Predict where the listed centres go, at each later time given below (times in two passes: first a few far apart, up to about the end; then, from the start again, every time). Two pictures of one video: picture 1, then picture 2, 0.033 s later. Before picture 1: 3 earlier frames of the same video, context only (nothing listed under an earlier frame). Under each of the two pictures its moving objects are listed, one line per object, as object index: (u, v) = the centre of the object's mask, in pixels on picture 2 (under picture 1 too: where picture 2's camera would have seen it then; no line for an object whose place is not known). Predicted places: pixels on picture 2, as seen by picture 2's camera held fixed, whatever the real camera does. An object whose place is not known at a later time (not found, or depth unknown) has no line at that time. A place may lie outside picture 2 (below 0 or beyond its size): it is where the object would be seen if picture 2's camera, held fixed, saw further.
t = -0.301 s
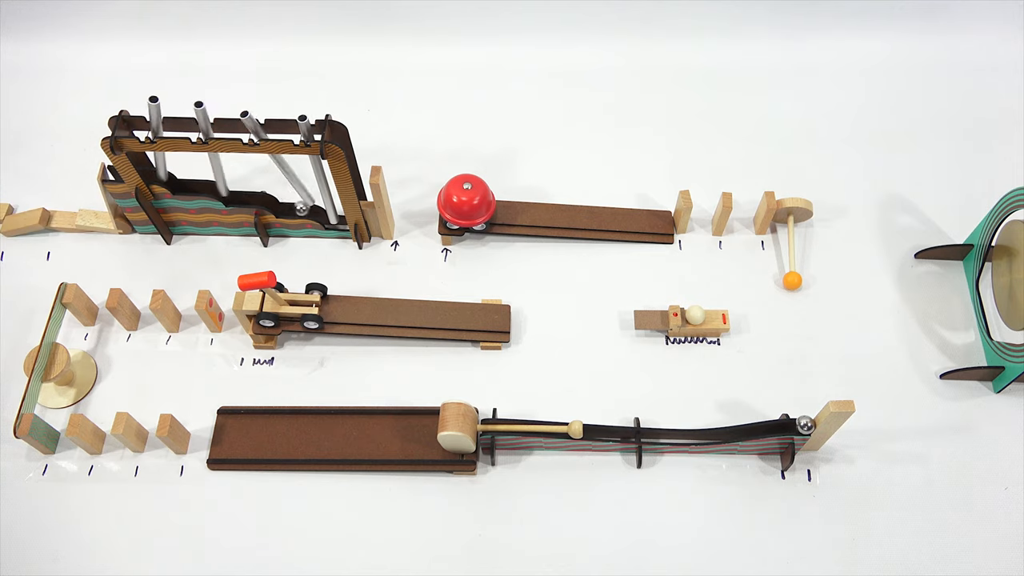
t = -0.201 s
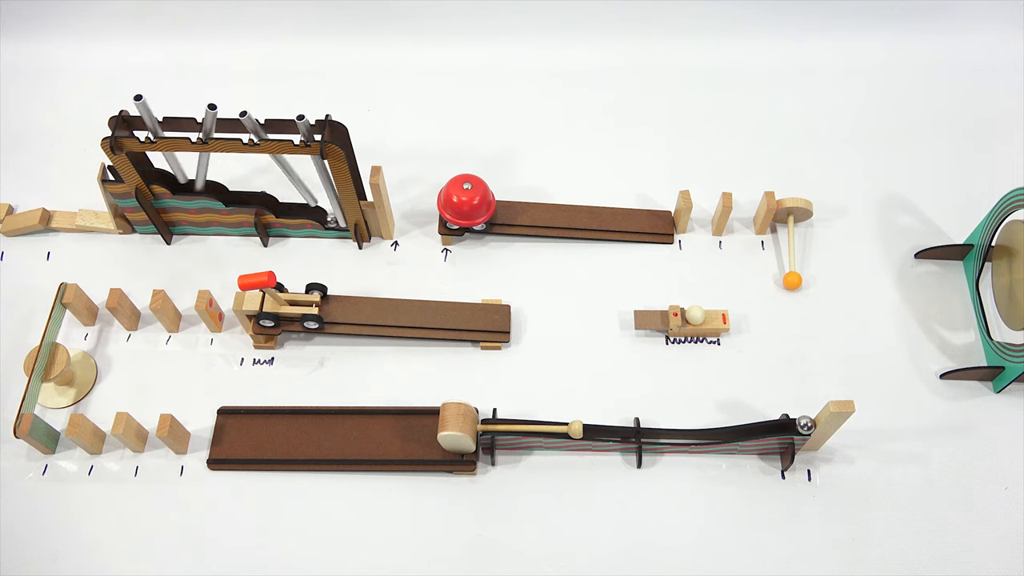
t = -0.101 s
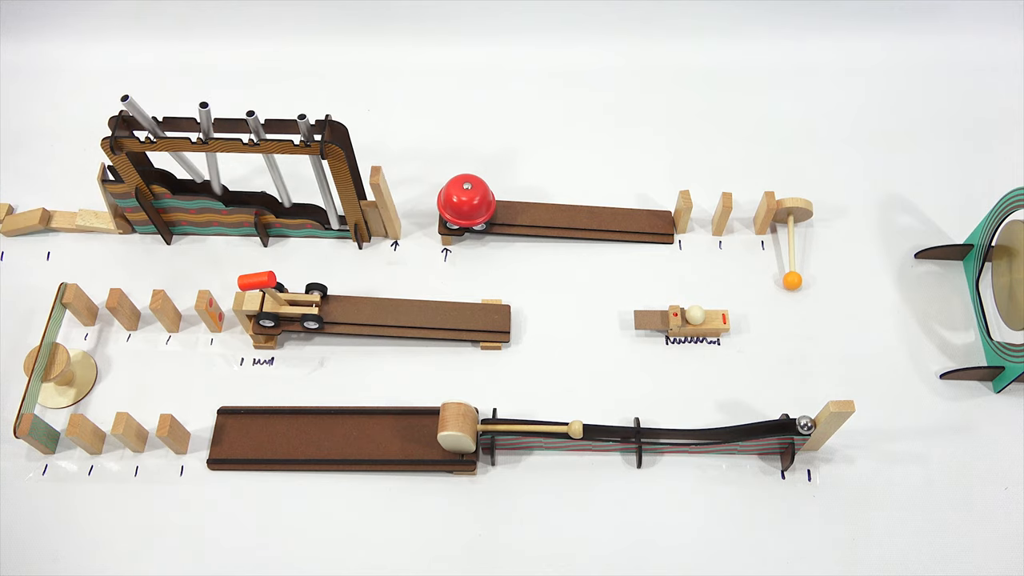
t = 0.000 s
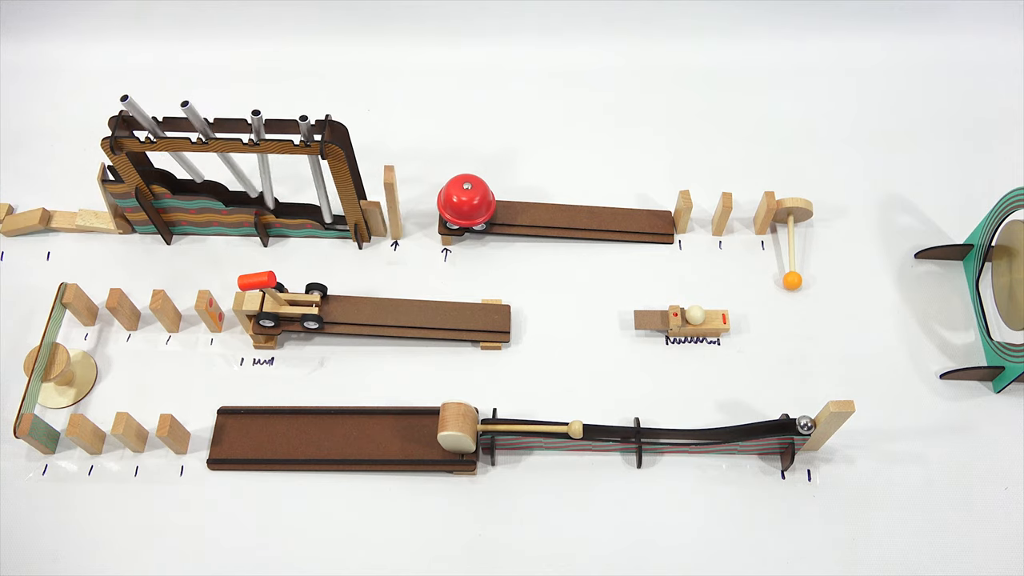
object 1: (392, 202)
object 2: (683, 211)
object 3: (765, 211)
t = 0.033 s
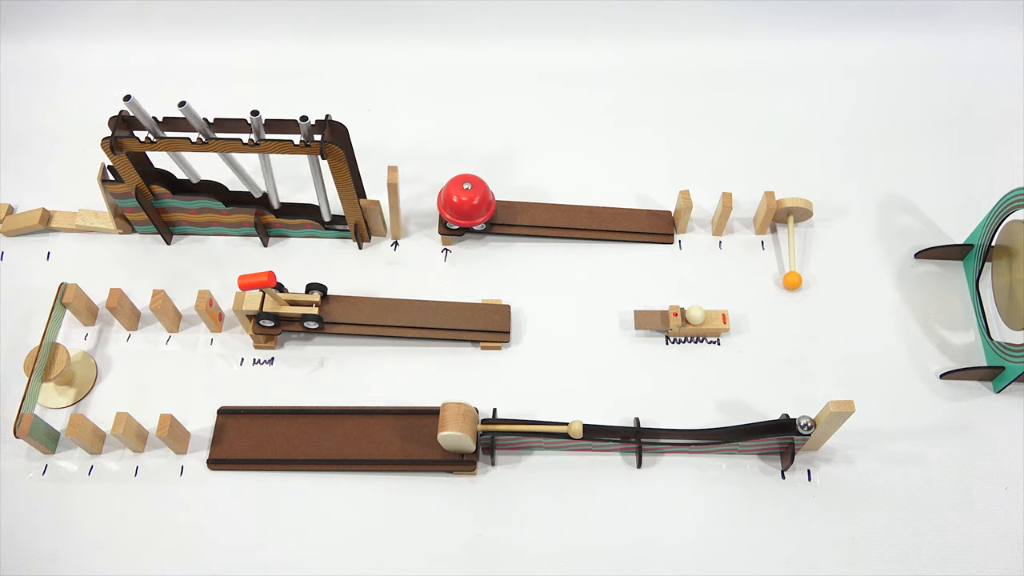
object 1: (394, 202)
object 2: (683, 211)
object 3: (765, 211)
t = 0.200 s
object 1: (409, 203)
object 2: (683, 211)
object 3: (765, 211)
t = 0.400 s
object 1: (422, 214)
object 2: (683, 211)
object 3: (765, 211)
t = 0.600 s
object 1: (429, 218)
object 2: (683, 211)
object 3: (765, 211)
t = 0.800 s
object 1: (429, 218)
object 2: (683, 211)
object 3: (765, 211)
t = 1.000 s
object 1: (429, 218)
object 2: (719, 208)
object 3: (765, 212)
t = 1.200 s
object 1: (429, 218)
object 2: (740, 214)
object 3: (789, 225)
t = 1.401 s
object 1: (429, 218)
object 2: (741, 216)
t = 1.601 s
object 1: (429, 218)
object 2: (741, 216)
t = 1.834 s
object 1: (429, 218)
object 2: (741, 216)
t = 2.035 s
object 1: (429, 218)
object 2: (741, 216)
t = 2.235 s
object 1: (429, 218)
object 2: (741, 216)
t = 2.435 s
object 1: (429, 218)
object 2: (741, 216)
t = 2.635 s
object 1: (429, 218)
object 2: (741, 216)
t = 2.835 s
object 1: (429, 218)
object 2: (741, 216)
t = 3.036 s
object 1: (429, 218)
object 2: (741, 216)
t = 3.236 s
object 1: (429, 218)
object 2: (741, 216)
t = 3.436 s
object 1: (429, 218)
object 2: (741, 216)
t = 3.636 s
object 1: (429, 218)
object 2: (741, 216)
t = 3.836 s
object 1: (429, 218)
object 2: (741, 216)
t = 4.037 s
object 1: (429, 218)
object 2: (741, 216)
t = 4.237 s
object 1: (429, 218)
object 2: (741, 216)
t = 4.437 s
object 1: (429, 218)
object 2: (741, 216)
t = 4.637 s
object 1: (429, 218)
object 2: (741, 216)
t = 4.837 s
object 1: (429, 218)
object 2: (741, 216)
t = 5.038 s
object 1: (429, 218)
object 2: (741, 216)
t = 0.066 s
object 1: (396, 201)
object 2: (683, 211)
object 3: (765, 211)
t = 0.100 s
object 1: (398, 202)
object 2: (683, 211)
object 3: (765, 211)
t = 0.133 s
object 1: (401, 203)
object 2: (683, 211)
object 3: (765, 211)
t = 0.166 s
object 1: (404, 203)
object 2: (683, 211)
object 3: (765, 211)
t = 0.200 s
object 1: (409, 203)
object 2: (683, 211)
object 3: (765, 211)
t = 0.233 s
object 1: (417, 205)
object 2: (683, 211)
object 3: (765, 211)
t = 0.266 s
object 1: (424, 206)
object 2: (683, 211)
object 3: (765, 211)
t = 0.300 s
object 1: (424, 207)
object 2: (683, 211)
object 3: (765, 211)
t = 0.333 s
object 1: (423, 209)
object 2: (683, 211)
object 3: (765, 211)
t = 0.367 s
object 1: (422, 212)
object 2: (683, 211)
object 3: (765, 211)
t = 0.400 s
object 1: (422, 214)
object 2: (683, 211)
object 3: (765, 211)
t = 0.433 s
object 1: (424, 215)
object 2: (683, 211)
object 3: (765, 211)
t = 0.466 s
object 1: (426, 217)
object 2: (683, 211)
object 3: (765, 211)
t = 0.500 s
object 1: (429, 219)
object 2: (683, 211)
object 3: (765, 211)
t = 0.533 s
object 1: (430, 218)
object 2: (683, 211)
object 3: (765, 211)
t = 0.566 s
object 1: (429, 218)
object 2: (683, 211)
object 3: (765, 211)
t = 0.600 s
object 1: (429, 218)
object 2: (683, 211)
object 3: (765, 211)
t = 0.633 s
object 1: (429, 218)
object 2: (683, 211)
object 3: (765, 211)
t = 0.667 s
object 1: (429, 218)
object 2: (683, 211)
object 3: (765, 211)
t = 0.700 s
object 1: (429, 218)
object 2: (683, 211)
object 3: (765, 211)
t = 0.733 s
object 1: (429, 218)
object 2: (683, 211)
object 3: (765, 211)
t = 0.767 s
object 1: (429, 218)
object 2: (683, 211)
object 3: (765, 211)
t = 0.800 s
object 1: (429, 218)
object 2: (683, 211)
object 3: (765, 211)
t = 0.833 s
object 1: (429, 218)
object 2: (683, 211)
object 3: (765, 211)
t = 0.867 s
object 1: (429, 218)
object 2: (683, 211)
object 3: (765, 211)
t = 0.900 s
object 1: (429, 218)
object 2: (683, 211)
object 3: (765, 211)
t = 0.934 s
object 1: (429, 218)
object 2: (690, 210)
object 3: (765, 211)
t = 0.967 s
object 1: (429, 218)
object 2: (705, 208)
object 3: (765, 211)
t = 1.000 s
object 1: (429, 218)
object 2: (719, 208)
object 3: (765, 212)
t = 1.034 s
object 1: (429, 218)
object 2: (730, 210)
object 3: (768, 211)
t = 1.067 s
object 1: (429, 218)
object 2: (736, 210)
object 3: (775, 211)
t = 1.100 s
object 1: (429, 218)
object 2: (738, 211)
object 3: (780, 210)
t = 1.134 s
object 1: (429, 218)
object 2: (739, 213)
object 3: (782, 213)
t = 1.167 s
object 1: (429, 218)
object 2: (739, 213)
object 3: (785, 216)
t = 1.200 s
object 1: (429, 218)
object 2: (740, 214)
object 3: (789, 225)
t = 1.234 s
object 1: (429, 218)
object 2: (741, 216)
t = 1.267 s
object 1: (429, 218)
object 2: (741, 216)
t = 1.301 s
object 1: (429, 218)
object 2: (741, 216)
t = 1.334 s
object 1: (429, 218)
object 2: (741, 216)
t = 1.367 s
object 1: (429, 218)
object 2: (741, 216)
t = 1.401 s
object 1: (429, 218)
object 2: (741, 216)
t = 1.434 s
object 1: (429, 218)
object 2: (741, 216)
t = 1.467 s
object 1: (429, 218)
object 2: (741, 216)
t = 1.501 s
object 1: (429, 218)
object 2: (741, 216)
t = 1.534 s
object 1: (429, 218)
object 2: (741, 216)
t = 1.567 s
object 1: (429, 218)
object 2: (741, 216)
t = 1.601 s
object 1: (429, 218)
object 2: (741, 216)
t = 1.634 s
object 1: (429, 218)
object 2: (741, 216)
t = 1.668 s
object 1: (429, 218)
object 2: (741, 216)
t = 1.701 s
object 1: (429, 218)
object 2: (741, 216)
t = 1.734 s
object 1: (429, 218)
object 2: (741, 216)
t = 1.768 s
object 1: (429, 218)
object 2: (741, 216)
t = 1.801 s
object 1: (429, 218)
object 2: (741, 216)
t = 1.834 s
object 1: (429, 218)
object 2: (741, 216)
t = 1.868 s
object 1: (429, 218)
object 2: (741, 216)
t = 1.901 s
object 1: (429, 218)
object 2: (741, 216)
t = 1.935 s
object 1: (429, 218)
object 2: (741, 216)
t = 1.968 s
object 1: (429, 218)
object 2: (741, 216)
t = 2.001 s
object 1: (429, 218)
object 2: (741, 216)
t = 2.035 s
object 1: (429, 218)
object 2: (741, 216)
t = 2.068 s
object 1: (429, 218)
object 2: (741, 216)
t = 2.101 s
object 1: (429, 218)
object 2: (741, 216)
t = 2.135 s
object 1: (429, 218)
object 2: (741, 216)
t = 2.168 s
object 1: (429, 218)
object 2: (741, 216)
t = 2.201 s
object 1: (429, 218)
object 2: (741, 216)
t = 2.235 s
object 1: (429, 218)
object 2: (741, 216)
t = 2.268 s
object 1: (429, 218)
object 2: (741, 216)
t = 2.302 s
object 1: (429, 218)
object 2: (741, 216)
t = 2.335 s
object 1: (429, 218)
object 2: (741, 216)
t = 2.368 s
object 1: (429, 218)
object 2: (741, 216)
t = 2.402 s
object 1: (429, 218)
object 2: (741, 216)
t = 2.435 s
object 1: (429, 218)
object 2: (741, 216)
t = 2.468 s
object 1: (429, 218)
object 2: (741, 216)
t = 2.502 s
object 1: (429, 218)
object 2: (741, 216)
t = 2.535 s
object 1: (429, 218)
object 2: (741, 216)
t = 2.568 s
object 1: (429, 218)
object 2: (741, 216)
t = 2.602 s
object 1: (429, 218)
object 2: (741, 216)
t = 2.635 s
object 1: (429, 218)
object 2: (741, 216)
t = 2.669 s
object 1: (429, 218)
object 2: (741, 216)
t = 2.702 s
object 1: (429, 218)
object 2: (741, 216)
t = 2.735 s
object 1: (429, 218)
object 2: (741, 216)
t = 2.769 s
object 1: (429, 218)
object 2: (741, 216)
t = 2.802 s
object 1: (429, 218)
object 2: (741, 216)
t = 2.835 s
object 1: (429, 218)
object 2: (741, 216)
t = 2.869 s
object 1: (429, 218)
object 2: (741, 216)
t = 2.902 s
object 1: (429, 218)
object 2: (741, 216)
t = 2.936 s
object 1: (429, 218)
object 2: (741, 216)
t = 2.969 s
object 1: (429, 218)
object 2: (741, 216)
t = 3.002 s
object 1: (429, 218)
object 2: (741, 216)
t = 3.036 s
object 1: (429, 218)
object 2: (741, 216)
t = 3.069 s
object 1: (429, 218)
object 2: (741, 216)
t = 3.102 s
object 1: (429, 218)
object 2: (741, 216)
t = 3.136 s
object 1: (429, 218)
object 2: (741, 216)
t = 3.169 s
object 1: (429, 218)
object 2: (741, 216)
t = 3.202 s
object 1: (429, 218)
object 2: (741, 216)
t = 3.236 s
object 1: (429, 218)
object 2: (741, 216)
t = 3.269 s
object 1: (429, 218)
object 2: (741, 216)
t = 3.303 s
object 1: (429, 218)
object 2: (741, 216)
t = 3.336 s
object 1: (429, 218)
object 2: (741, 216)
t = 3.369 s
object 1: (429, 218)
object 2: (741, 216)
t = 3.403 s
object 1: (429, 218)
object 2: (741, 216)
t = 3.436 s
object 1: (429, 218)
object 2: (741, 216)
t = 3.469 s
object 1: (429, 218)
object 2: (741, 216)
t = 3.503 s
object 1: (429, 218)
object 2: (741, 216)
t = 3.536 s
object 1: (429, 218)
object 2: (741, 216)
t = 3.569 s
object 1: (429, 218)
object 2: (741, 216)
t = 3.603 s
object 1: (429, 218)
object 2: (741, 216)
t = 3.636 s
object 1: (429, 218)
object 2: (741, 216)
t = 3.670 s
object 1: (429, 218)
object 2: (741, 216)
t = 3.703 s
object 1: (429, 218)
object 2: (741, 216)
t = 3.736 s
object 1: (429, 218)
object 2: (741, 216)
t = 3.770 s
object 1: (429, 218)
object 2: (741, 216)
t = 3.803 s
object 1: (429, 218)
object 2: (741, 216)
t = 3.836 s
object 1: (429, 218)
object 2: (741, 216)
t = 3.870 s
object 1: (429, 218)
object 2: (741, 216)
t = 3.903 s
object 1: (429, 218)
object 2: (741, 216)
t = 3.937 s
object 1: (429, 218)
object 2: (741, 216)
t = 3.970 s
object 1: (429, 218)
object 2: (741, 216)
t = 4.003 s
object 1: (429, 218)
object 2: (741, 216)
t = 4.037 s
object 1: (429, 218)
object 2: (741, 216)
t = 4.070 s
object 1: (429, 218)
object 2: (741, 216)
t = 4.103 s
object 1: (429, 218)
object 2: (741, 216)
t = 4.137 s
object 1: (429, 218)
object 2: (741, 216)
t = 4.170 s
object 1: (429, 218)
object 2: (741, 216)
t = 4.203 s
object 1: (429, 218)
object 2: (741, 216)
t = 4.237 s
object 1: (429, 218)
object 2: (741, 216)
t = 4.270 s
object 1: (429, 218)
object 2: (741, 216)
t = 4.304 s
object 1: (429, 218)
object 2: (741, 216)
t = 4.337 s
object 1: (429, 218)
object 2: (741, 216)
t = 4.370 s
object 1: (429, 218)
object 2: (741, 216)
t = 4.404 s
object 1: (429, 218)
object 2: (741, 216)
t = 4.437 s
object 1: (429, 218)
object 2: (741, 216)
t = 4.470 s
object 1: (429, 218)
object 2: (741, 216)
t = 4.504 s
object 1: (429, 218)
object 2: (741, 216)
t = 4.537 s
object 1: (429, 218)
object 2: (741, 216)
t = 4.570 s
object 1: (429, 218)
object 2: (741, 216)
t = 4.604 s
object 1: (429, 218)
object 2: (741, 216)
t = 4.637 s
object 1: (429, 218)
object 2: (741, 216)
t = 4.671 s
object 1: (429, 218)
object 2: (741, 216)
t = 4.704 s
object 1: (429, 218)
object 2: (741, 216)
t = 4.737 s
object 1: (429, 218)
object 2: (741, 216)
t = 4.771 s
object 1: (429, 218)
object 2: (741, 216)
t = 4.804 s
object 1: (429, 218)
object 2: (741, 216)
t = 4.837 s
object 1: (429, 218)
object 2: (741, 216)
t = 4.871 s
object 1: (429, 218)
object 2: (741, 216)
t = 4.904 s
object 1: (429, 218)
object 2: (741, 216)
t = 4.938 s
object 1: (429, 218)
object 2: (741, 216)
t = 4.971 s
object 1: (429, 218)
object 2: (741, 216)
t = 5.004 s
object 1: (429, 218)
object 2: (741, 216)
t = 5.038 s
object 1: (429, 218)
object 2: (741, 216)
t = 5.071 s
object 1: (429, 218)
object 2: (741, 216)
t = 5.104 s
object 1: (429, 218)
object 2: (741, 216)
